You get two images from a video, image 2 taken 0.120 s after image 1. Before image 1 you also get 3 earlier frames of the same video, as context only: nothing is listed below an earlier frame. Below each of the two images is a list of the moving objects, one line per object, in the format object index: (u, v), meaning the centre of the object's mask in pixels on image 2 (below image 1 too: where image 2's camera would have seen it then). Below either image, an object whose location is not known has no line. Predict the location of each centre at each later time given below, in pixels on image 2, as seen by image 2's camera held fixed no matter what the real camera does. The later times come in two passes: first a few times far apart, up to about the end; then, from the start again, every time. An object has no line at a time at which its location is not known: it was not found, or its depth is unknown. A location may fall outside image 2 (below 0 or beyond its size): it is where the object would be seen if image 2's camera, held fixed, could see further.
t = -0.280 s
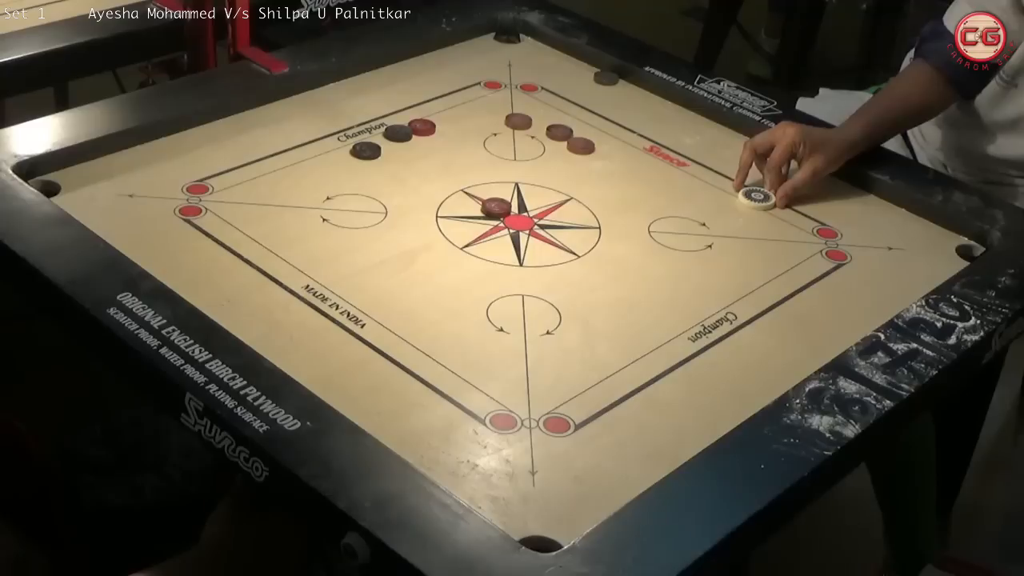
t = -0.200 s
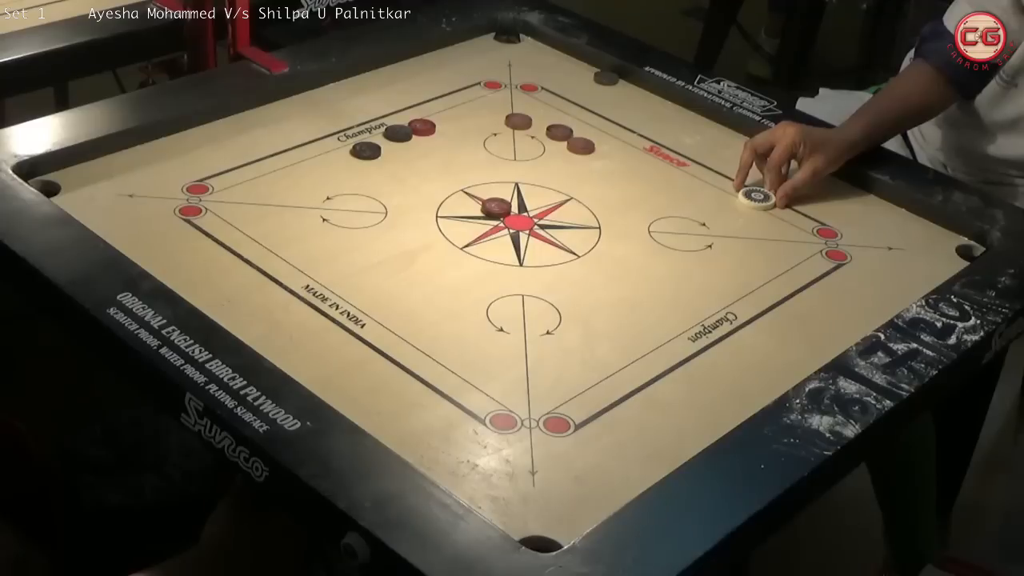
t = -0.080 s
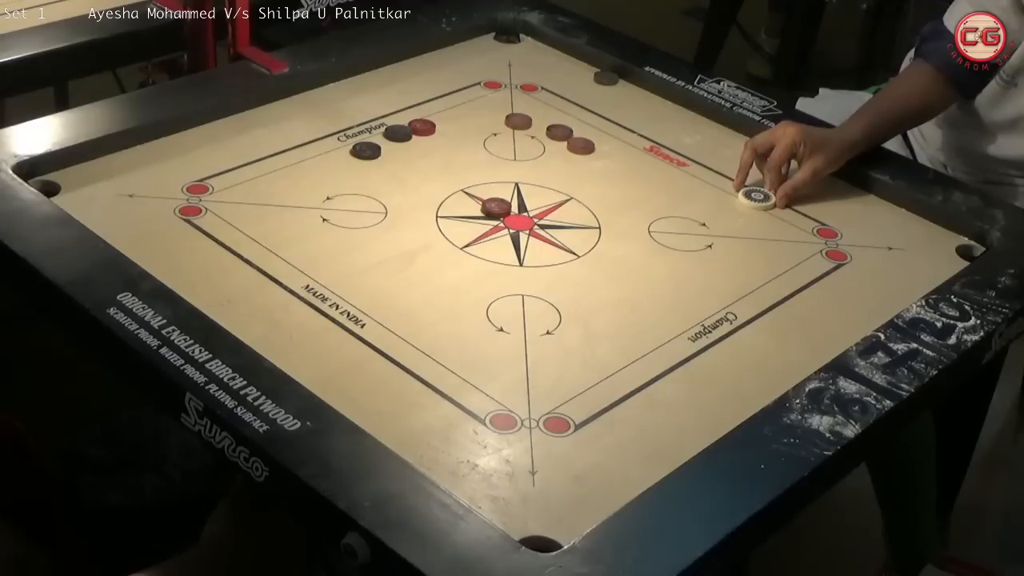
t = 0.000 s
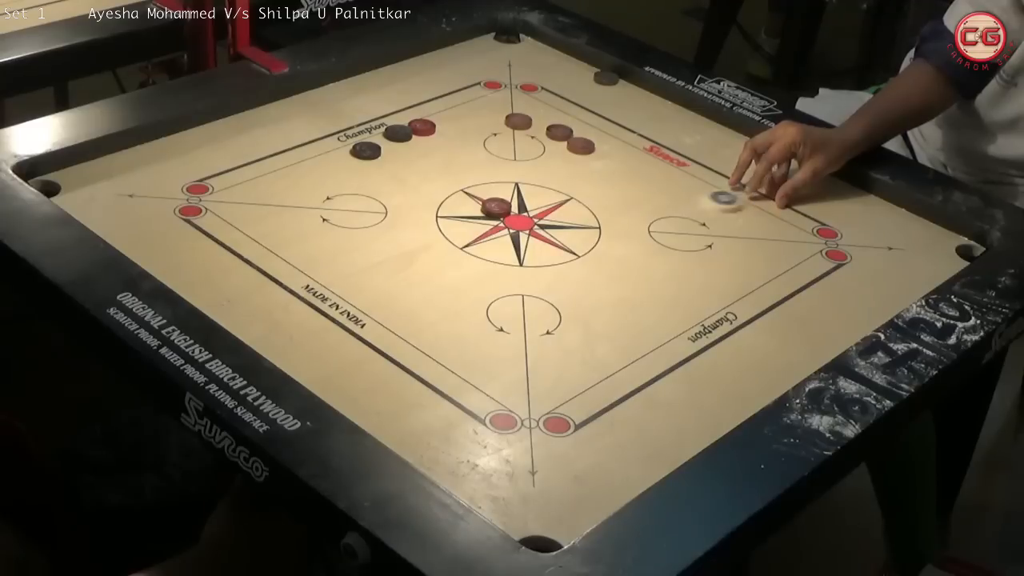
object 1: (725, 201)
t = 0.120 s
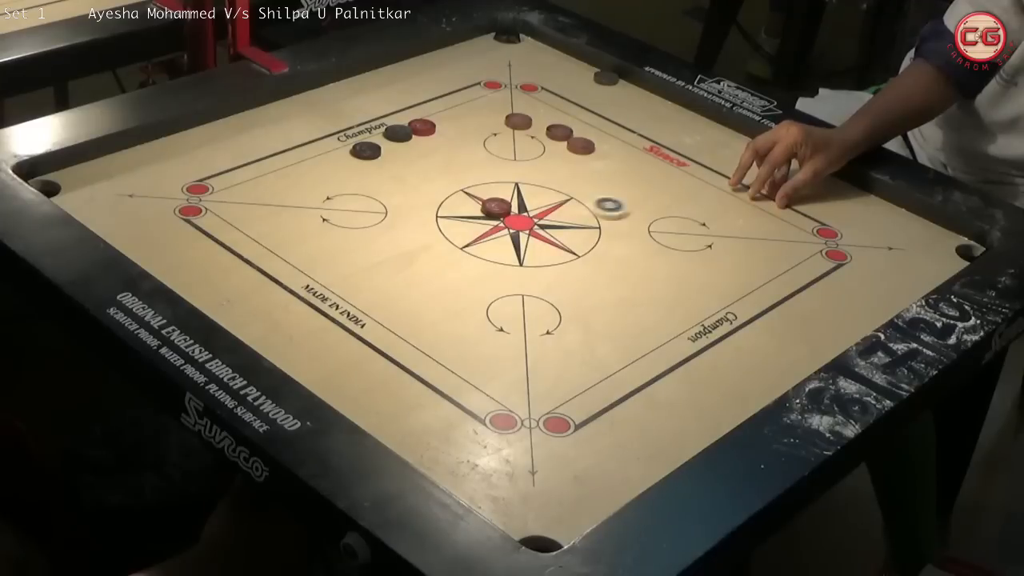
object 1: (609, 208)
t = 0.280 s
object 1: (503, 218)
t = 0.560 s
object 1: (436, 236)
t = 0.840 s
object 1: (430, 237)
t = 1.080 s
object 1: (430, 238)
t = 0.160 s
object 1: (573, 210)
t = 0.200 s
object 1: (537, 211)
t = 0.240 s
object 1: (517, 216)
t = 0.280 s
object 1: (503, 218)
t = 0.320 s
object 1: (488, 222)
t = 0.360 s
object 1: (476, 225)
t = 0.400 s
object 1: (465, 228)
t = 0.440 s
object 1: (456, 230)
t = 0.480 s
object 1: (448, 232)
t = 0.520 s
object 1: (441, 234)
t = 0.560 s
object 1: (436, 236)
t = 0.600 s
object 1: (433, 236)
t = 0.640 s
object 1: (431, 237)
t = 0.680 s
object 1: (430, 237)
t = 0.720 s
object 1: (431, 237)
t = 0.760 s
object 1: (430, 238)
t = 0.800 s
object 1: (430, 238)
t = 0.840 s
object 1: (430, 237)
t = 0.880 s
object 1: (430, 238)
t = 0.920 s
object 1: (430, 238)
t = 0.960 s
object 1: (430, 238)
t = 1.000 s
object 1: (430, 238)
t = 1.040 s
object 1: (430, 238)
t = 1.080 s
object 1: (430, 238)
